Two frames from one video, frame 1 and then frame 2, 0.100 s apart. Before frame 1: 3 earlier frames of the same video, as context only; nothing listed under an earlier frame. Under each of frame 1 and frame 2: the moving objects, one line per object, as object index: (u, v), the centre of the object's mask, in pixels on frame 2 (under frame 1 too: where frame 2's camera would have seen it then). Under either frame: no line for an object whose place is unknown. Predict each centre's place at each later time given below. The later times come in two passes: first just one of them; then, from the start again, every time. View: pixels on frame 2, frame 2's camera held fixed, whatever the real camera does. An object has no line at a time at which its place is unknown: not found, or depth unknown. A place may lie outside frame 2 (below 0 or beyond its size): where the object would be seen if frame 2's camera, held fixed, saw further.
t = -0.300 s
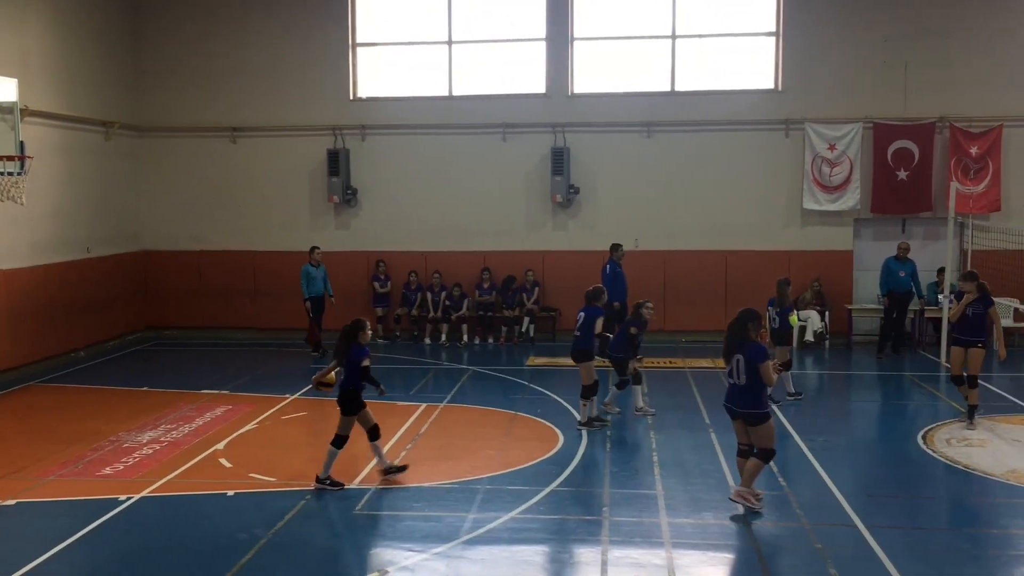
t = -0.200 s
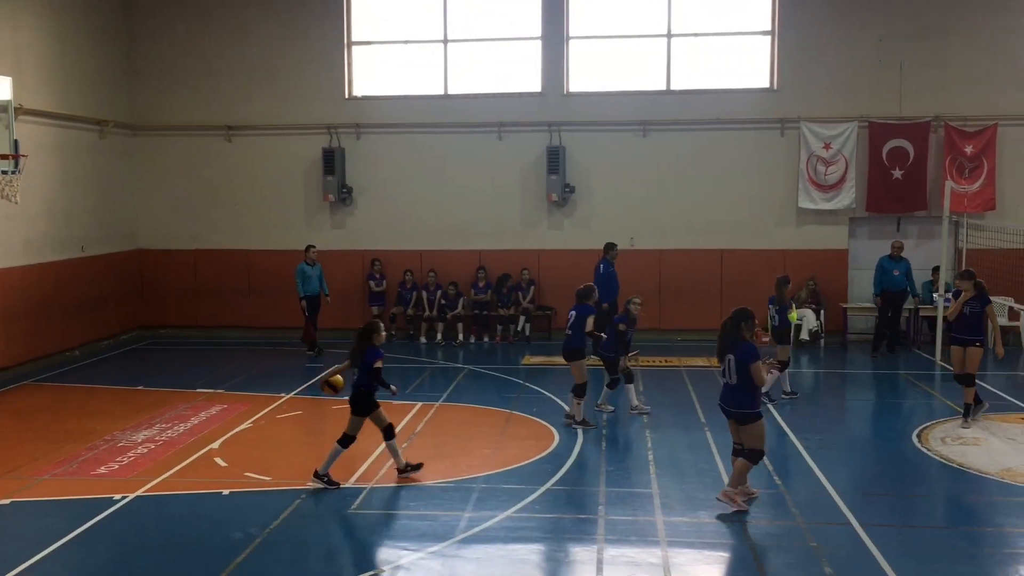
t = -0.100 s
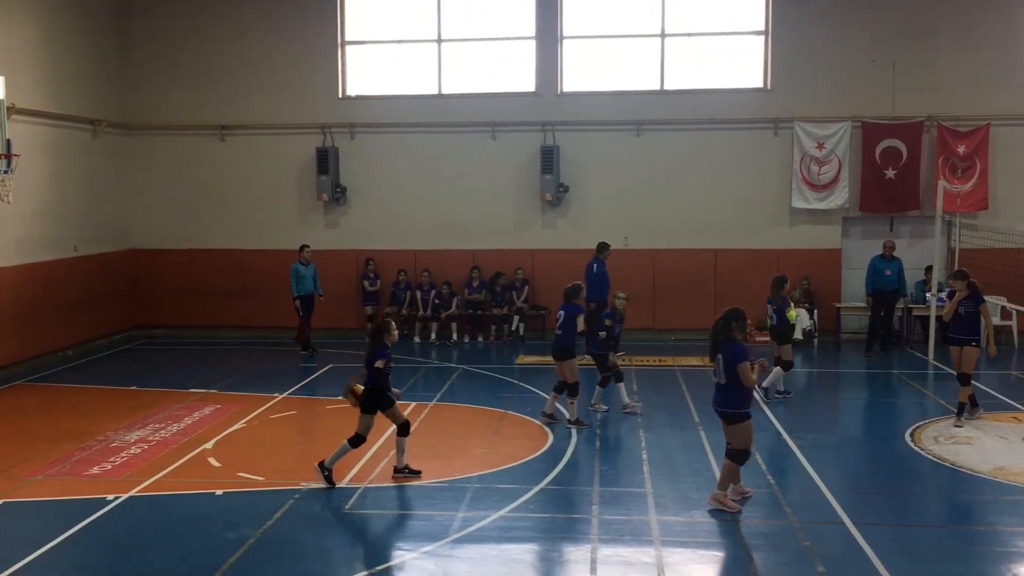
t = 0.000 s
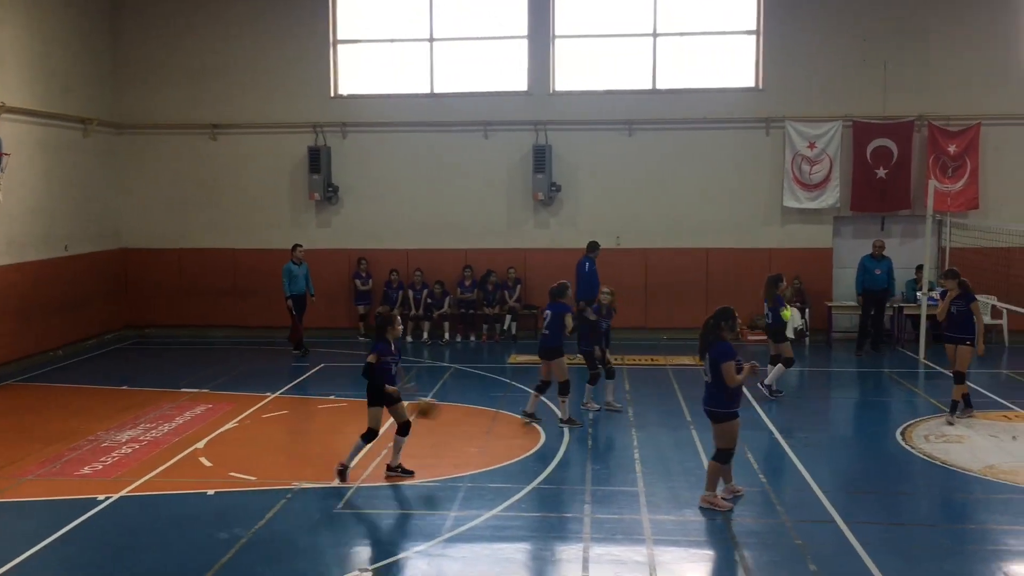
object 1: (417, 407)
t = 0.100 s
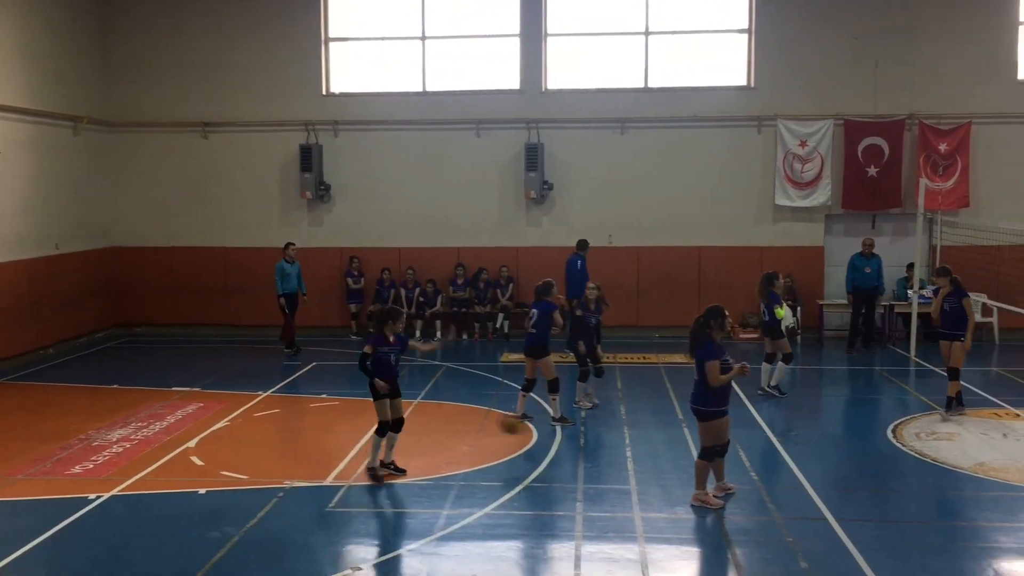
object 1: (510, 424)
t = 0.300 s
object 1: (670, 427)
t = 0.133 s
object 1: (544, 430)
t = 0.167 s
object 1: (574, 437)
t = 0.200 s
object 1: (604, 448)
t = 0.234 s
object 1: (629, 441)
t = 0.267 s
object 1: (648, 433)
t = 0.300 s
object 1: (670, 427)
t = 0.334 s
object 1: (687, 422)
